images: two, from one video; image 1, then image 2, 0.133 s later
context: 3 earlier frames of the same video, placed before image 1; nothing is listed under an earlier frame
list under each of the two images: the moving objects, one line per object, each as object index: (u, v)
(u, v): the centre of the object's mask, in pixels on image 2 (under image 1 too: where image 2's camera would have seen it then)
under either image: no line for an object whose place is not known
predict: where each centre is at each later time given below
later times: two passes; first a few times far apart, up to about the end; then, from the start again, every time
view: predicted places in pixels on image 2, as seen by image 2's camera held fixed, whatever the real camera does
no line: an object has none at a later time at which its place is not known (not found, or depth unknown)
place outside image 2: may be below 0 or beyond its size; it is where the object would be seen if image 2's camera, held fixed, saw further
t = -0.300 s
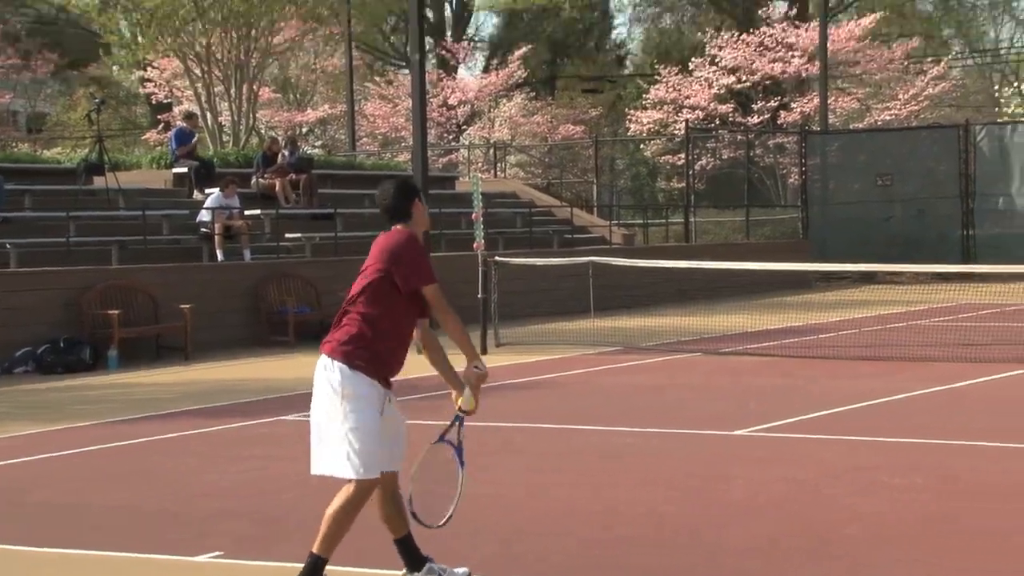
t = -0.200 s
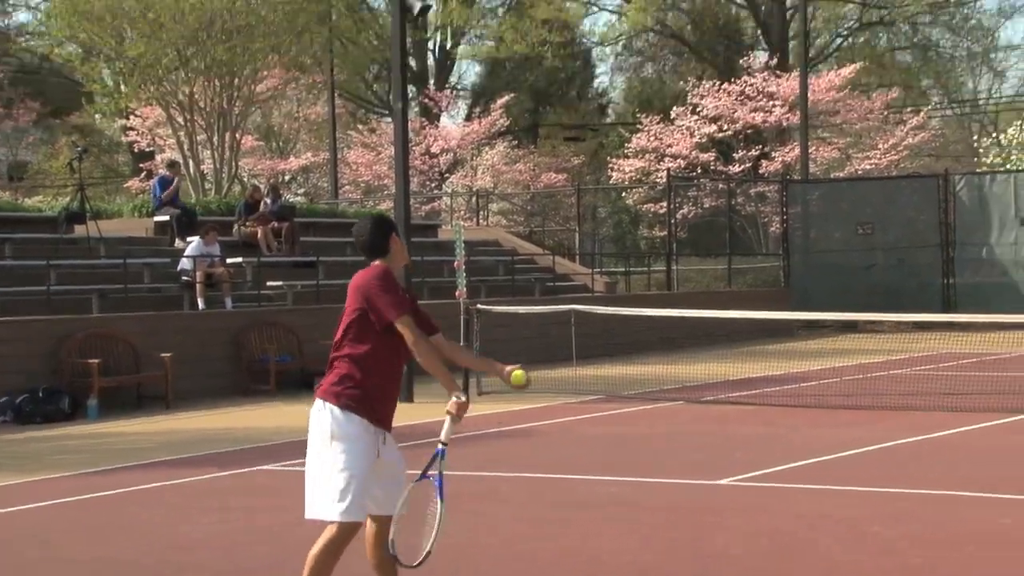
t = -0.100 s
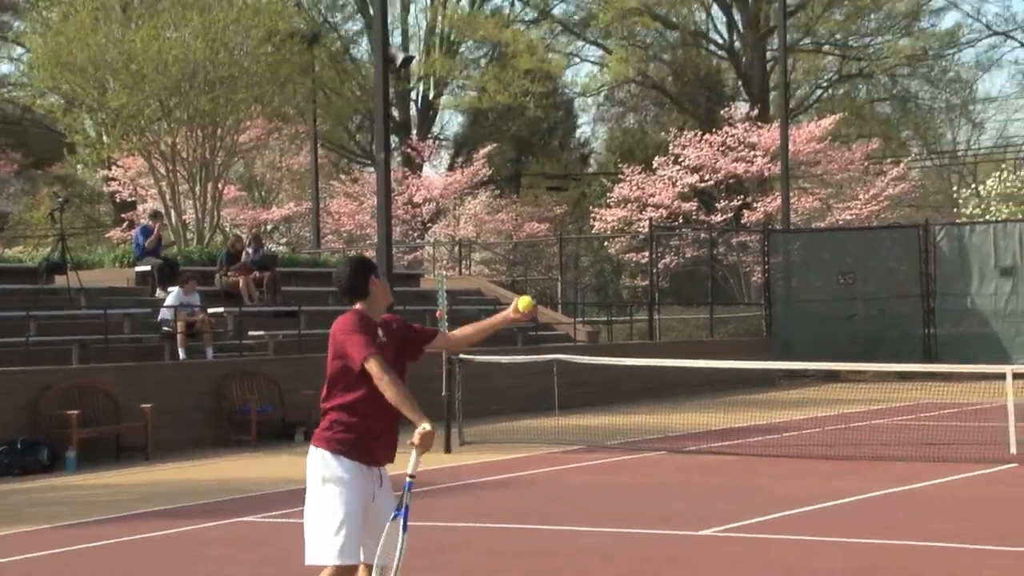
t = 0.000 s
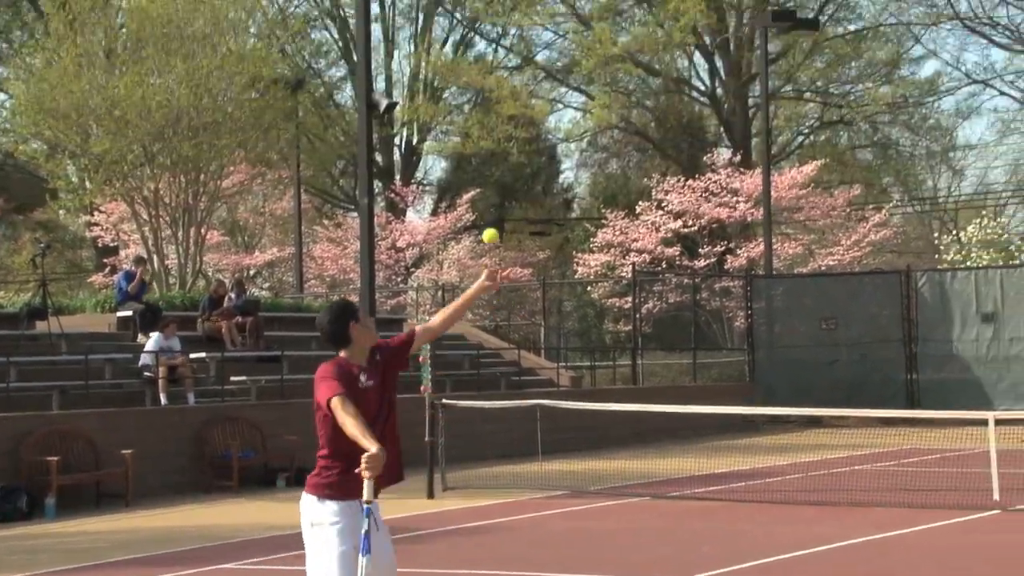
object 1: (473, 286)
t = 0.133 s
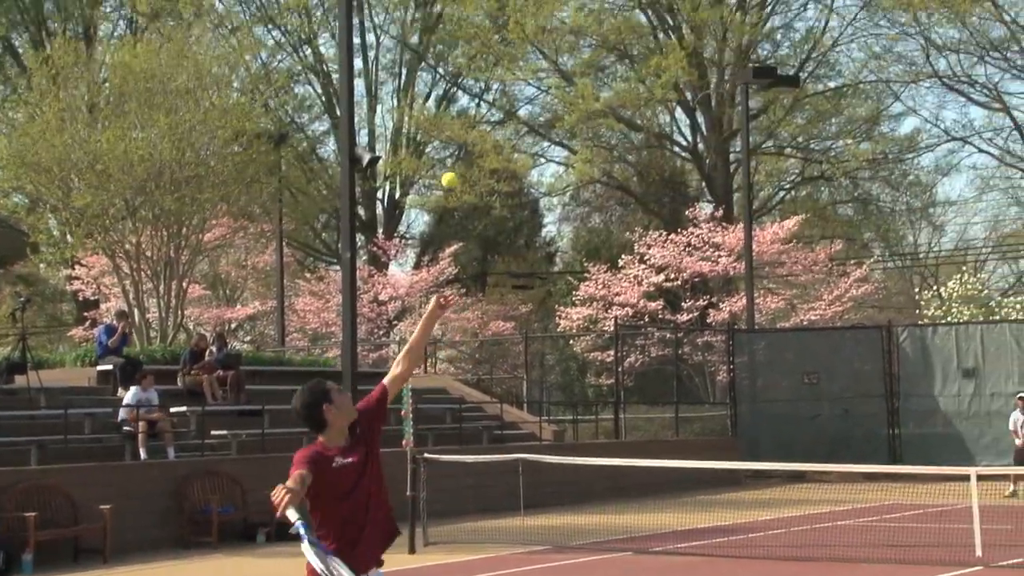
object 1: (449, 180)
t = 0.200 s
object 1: (439, 142)
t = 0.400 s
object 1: (410, 91)
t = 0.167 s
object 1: (444, 159)
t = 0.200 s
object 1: (439, 142)
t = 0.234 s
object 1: (433, 127)
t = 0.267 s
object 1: (428, 114)
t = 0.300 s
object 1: (424, 105)
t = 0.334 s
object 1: (419, 98)
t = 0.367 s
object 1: (415, 92)
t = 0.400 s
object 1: (410, 91)
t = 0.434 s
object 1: (406, 90)
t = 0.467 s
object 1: (401, 92)
